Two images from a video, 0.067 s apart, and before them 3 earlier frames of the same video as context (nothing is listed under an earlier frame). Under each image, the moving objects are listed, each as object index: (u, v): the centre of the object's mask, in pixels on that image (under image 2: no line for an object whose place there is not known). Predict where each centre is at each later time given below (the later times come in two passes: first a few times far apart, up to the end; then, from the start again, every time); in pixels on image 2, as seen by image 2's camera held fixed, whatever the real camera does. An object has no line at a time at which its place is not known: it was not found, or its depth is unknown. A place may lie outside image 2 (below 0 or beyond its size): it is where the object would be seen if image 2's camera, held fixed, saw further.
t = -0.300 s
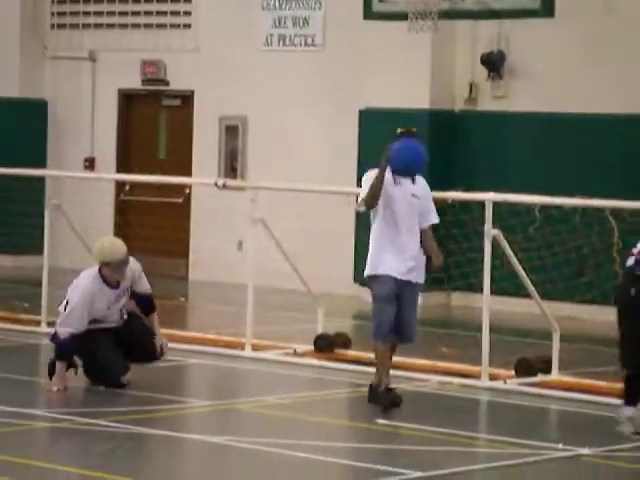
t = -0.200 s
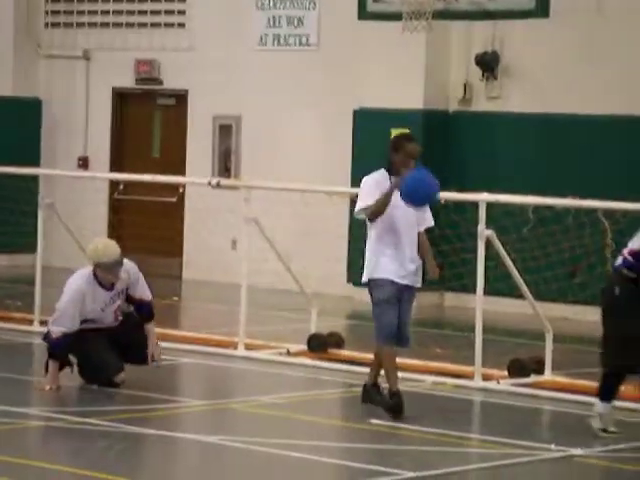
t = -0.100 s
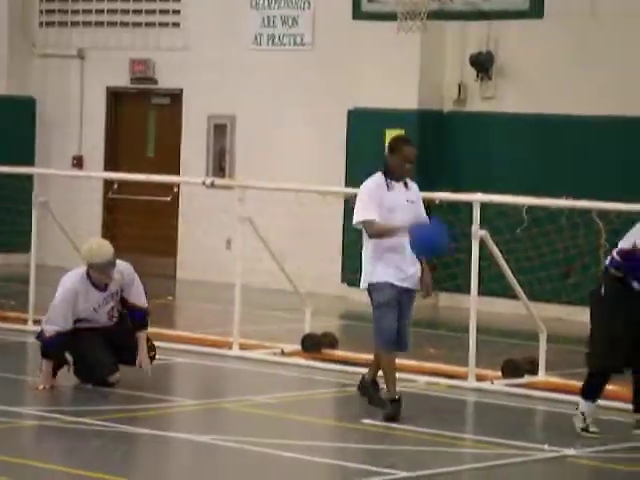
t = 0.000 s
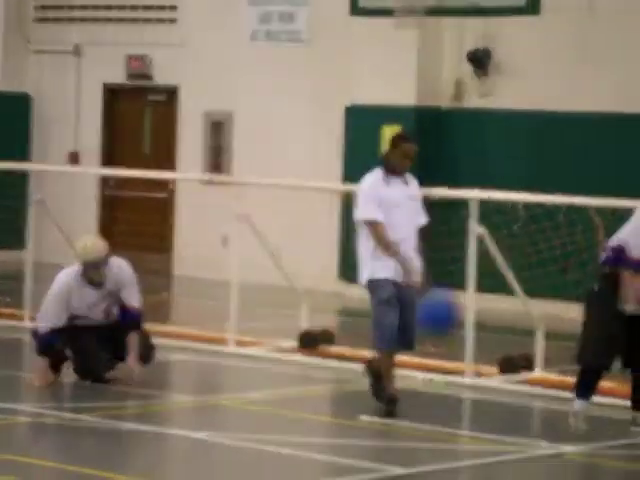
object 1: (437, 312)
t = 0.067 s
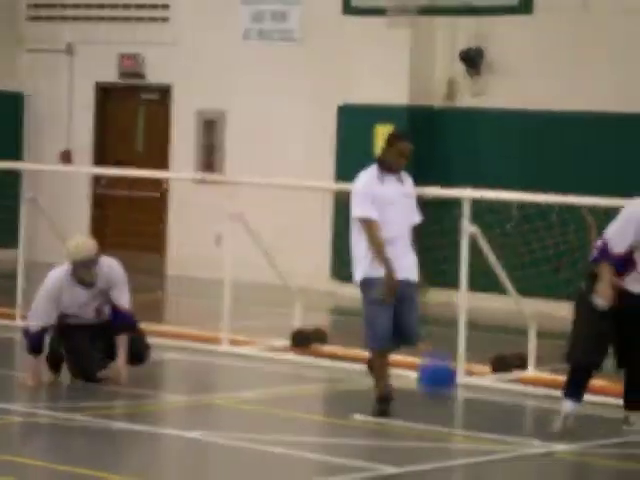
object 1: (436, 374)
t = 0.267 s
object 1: (451, 351)
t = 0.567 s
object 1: (469, 355)
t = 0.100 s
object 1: (440, 407)
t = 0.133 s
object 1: (442, 398)
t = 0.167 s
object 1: (445, 383)
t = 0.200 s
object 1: (447, 369)
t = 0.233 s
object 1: (449, 360)
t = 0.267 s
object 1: (451, 351)
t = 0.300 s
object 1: (453, 344)
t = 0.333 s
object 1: (455, 339)
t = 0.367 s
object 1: (458, 335)
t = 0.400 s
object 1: (460, 334)
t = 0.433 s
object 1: (462, 335)
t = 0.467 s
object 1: (464, 337)
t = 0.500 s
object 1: (464, 341)
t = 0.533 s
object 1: (468, 347)
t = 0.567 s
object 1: (469, 355)
